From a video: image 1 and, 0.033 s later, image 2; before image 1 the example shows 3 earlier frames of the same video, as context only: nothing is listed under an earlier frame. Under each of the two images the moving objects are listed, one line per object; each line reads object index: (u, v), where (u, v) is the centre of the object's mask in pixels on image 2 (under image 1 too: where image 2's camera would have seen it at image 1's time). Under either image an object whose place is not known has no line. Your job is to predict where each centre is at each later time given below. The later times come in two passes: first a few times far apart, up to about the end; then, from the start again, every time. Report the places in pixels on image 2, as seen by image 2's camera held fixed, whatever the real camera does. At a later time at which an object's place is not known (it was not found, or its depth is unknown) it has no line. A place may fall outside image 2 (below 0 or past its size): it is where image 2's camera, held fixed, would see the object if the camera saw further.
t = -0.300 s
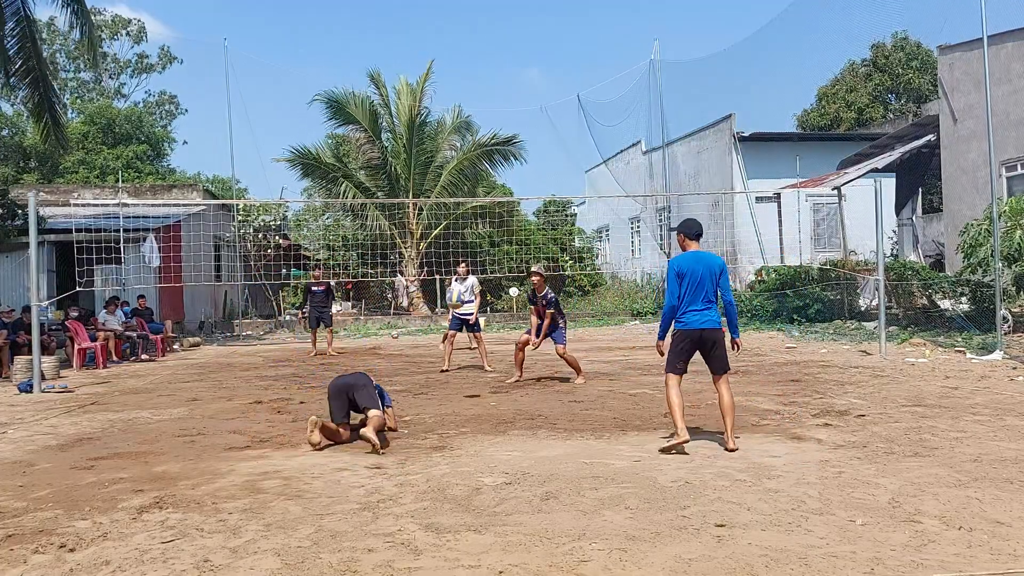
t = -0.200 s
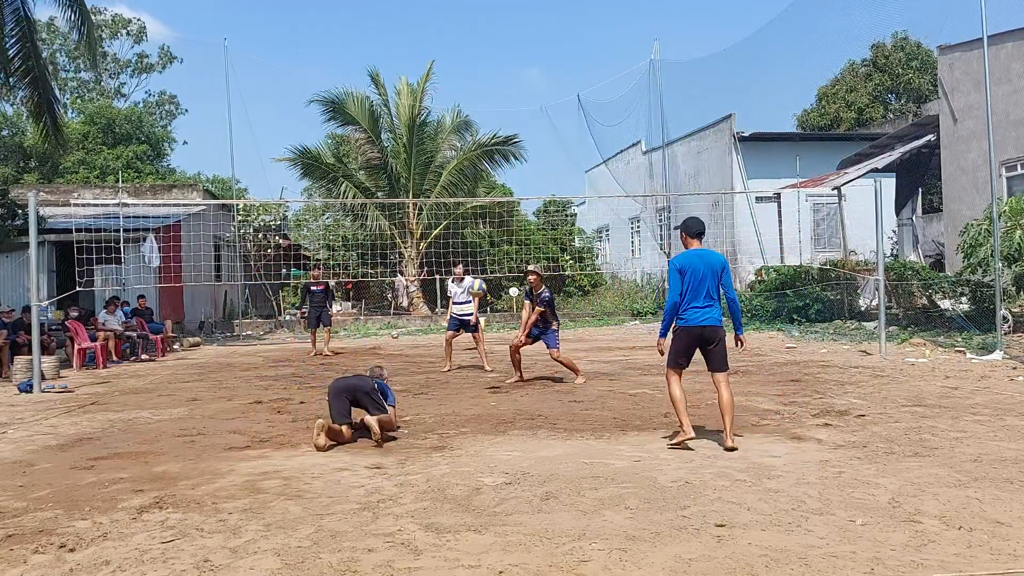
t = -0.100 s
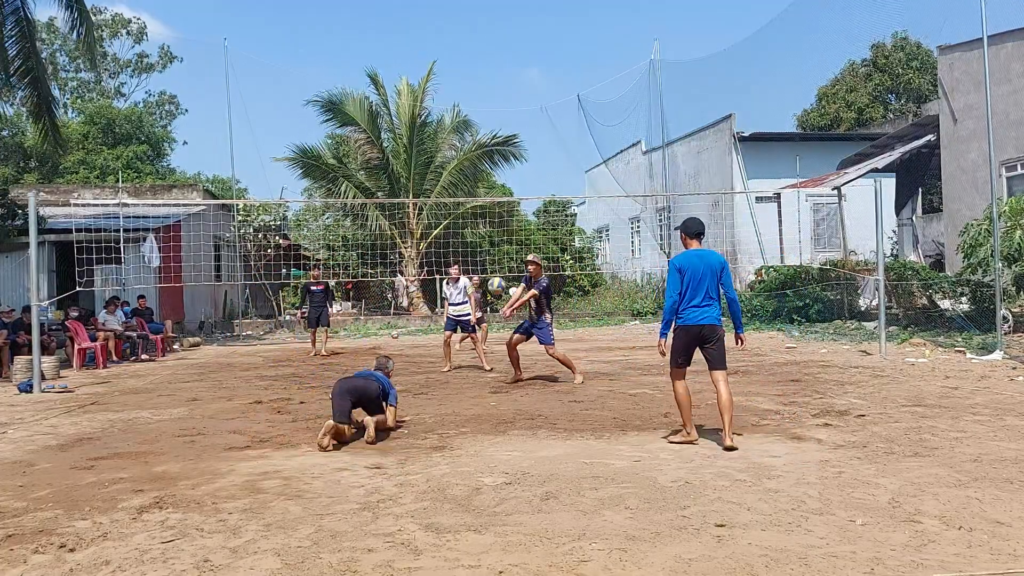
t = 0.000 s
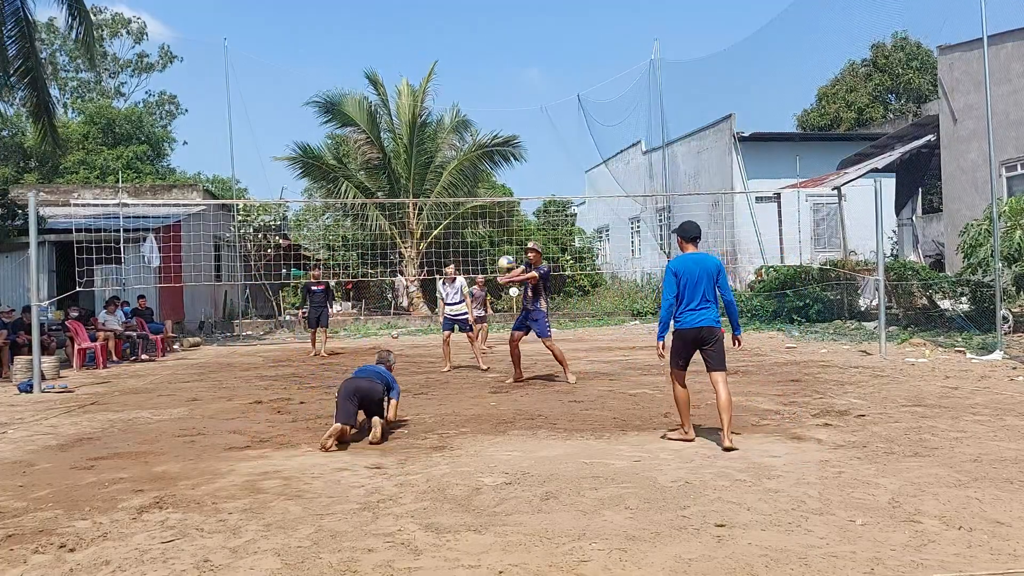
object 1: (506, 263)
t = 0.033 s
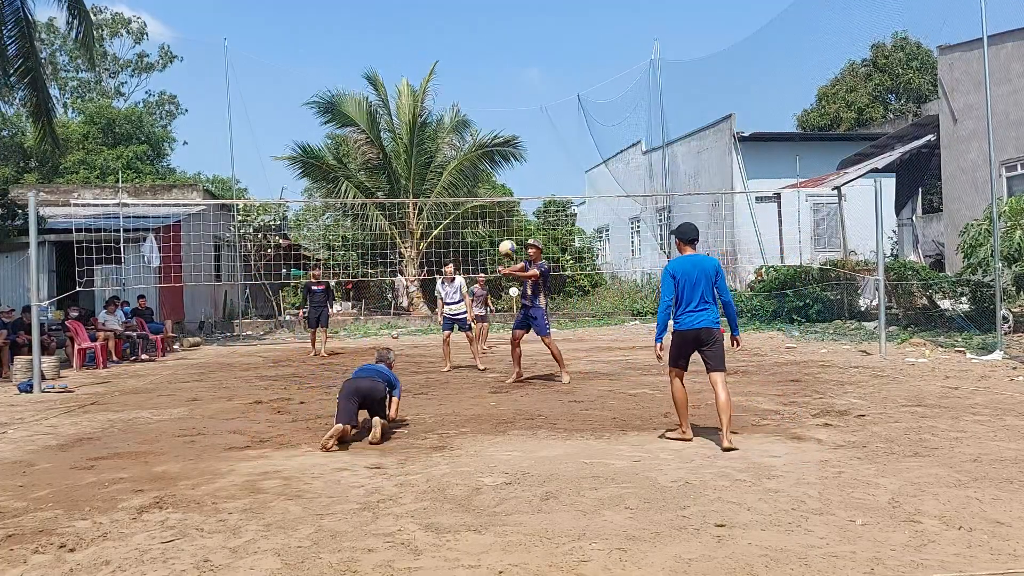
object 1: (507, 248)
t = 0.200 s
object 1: (514, 182)
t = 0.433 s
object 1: (524, 114)
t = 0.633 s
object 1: (534, 91)
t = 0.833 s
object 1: (547, 113)
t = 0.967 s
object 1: (559, 164)
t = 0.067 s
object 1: (508, 234)
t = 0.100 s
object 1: (510, 220)
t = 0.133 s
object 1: (511, 206)
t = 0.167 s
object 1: (512, 194)
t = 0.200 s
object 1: (514, 182)
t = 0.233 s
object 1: (515, 170)
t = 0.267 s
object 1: (517, 158)
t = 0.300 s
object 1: (518, 148)
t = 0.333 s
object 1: (519, 138)
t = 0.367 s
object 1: (520, 130)
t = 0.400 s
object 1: (522, 121)
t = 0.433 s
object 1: (524, 114)
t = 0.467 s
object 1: (525, 108)
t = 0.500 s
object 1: (527, 102)
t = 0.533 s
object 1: (528, 98)
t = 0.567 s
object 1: (530, 94)
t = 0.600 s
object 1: (532, 92)
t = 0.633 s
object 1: (534, 91)
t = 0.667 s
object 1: (536, 91)
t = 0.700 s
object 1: (538, 92)
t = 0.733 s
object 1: (541, 95)
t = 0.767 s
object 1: (543, 100)
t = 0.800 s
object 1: (545, 106)
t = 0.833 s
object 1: (547, 113)
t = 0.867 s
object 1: (550, 123)
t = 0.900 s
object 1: (553, 135)
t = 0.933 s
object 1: (555, 148)
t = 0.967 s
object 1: (559, 164)
